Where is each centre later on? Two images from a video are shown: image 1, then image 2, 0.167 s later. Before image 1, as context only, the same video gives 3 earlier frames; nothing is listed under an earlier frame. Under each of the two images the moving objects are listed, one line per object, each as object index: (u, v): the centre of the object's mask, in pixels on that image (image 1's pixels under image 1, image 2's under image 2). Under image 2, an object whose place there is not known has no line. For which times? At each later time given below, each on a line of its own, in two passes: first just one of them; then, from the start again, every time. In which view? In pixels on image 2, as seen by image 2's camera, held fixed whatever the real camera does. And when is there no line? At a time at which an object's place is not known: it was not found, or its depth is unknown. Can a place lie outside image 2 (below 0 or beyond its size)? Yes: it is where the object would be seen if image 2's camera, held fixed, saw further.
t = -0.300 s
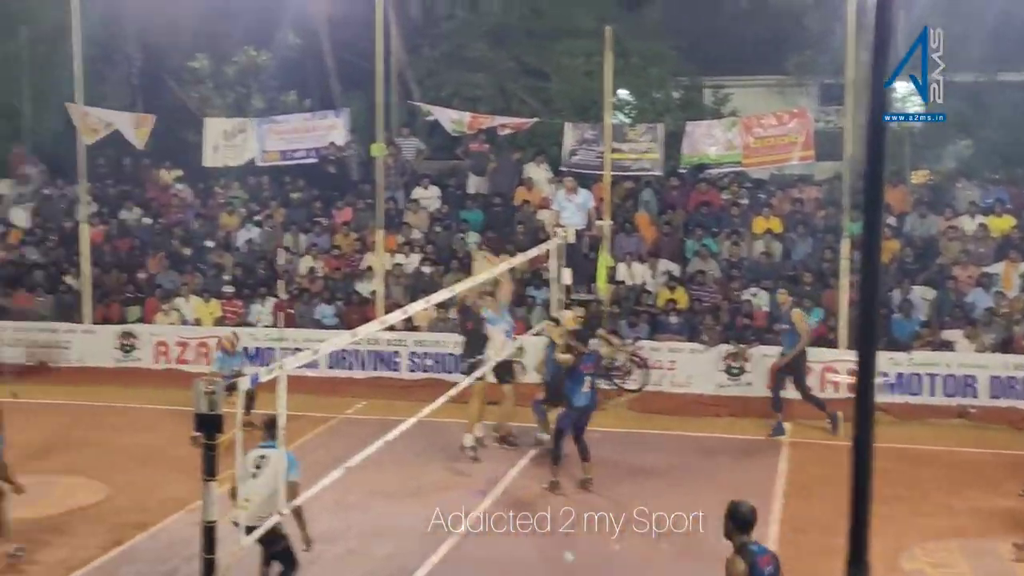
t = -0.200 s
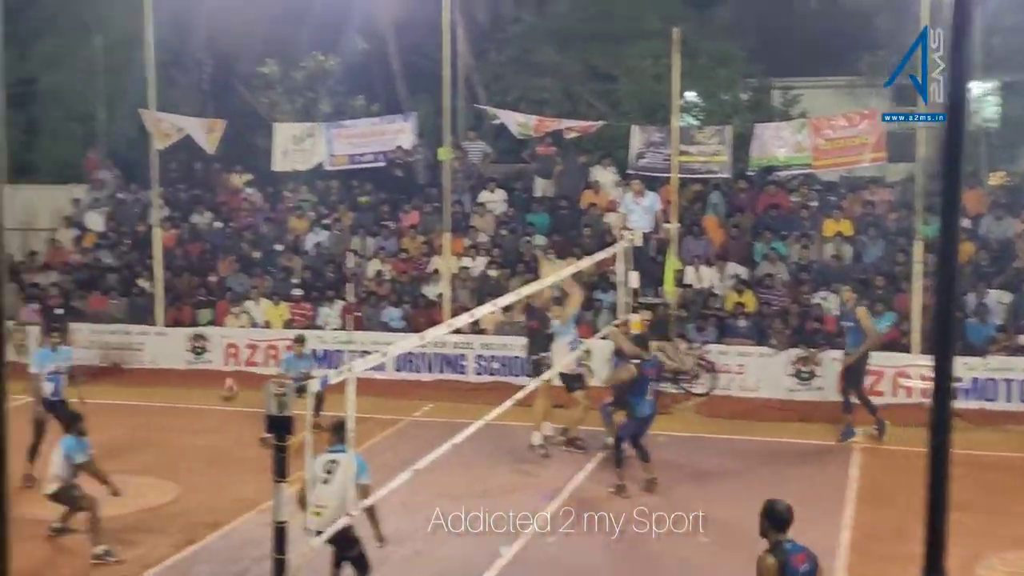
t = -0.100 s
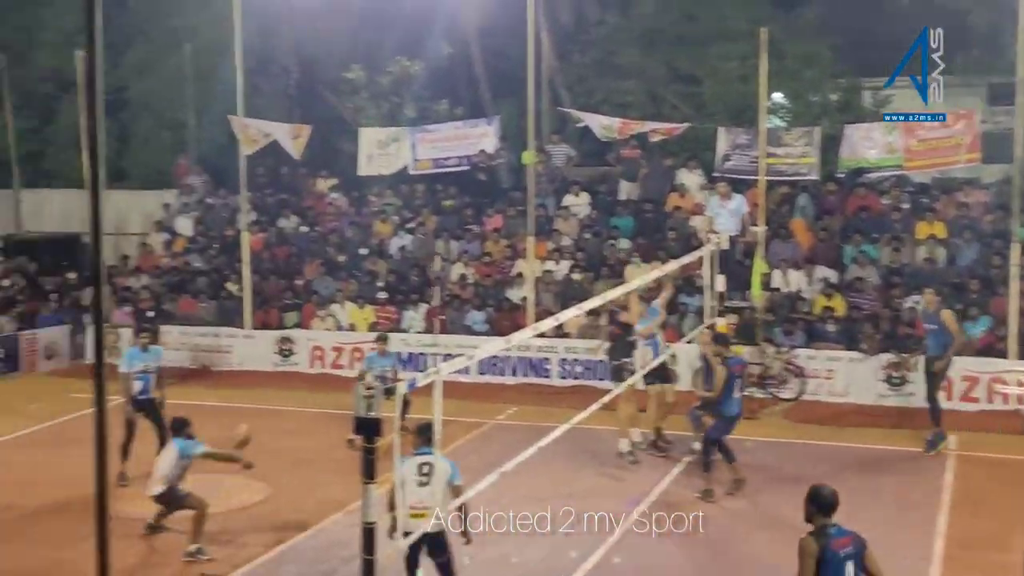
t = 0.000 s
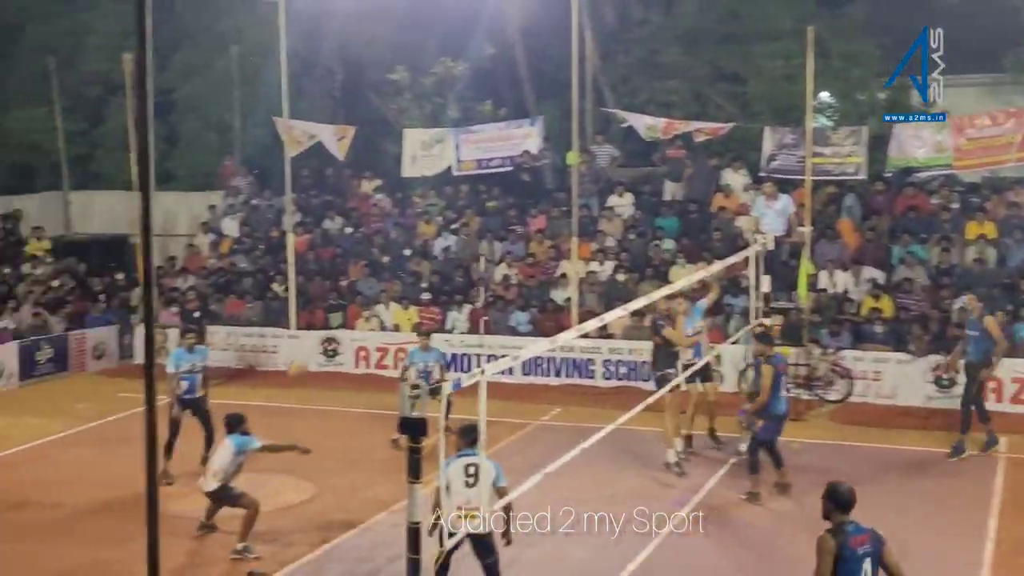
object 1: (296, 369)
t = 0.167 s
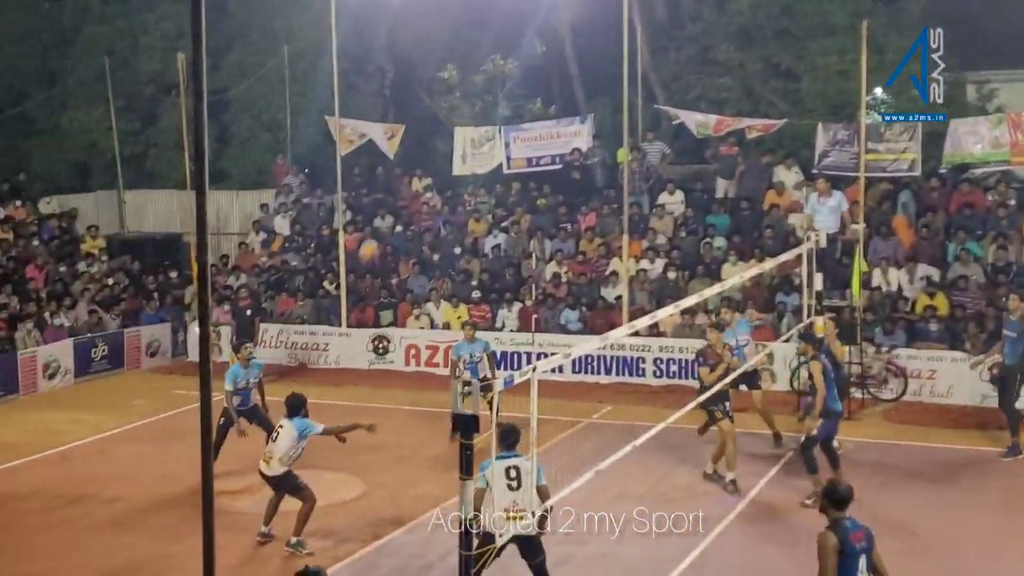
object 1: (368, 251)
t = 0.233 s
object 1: (373, 226)
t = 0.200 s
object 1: (371, 235)
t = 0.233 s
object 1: (373, 226)
